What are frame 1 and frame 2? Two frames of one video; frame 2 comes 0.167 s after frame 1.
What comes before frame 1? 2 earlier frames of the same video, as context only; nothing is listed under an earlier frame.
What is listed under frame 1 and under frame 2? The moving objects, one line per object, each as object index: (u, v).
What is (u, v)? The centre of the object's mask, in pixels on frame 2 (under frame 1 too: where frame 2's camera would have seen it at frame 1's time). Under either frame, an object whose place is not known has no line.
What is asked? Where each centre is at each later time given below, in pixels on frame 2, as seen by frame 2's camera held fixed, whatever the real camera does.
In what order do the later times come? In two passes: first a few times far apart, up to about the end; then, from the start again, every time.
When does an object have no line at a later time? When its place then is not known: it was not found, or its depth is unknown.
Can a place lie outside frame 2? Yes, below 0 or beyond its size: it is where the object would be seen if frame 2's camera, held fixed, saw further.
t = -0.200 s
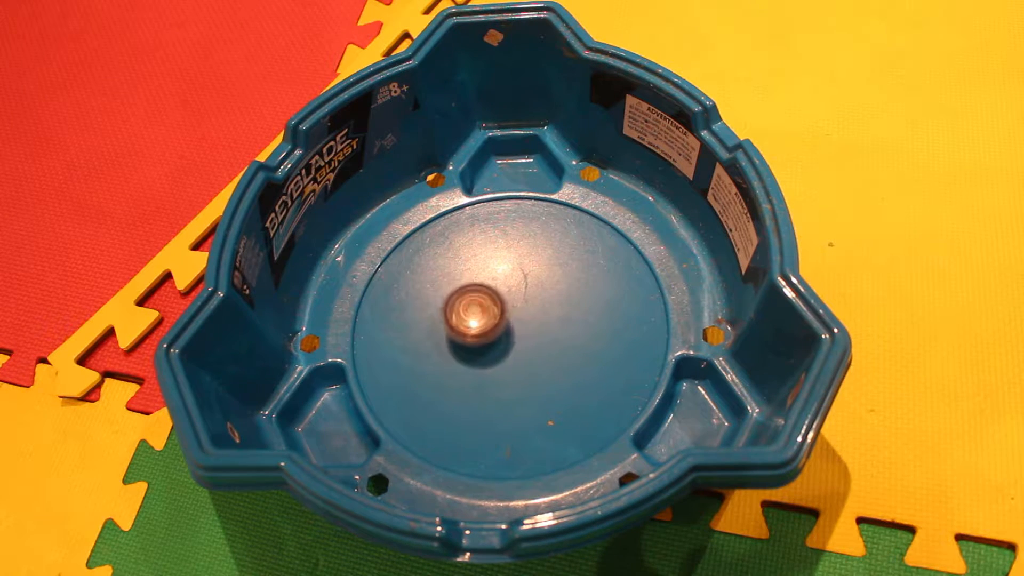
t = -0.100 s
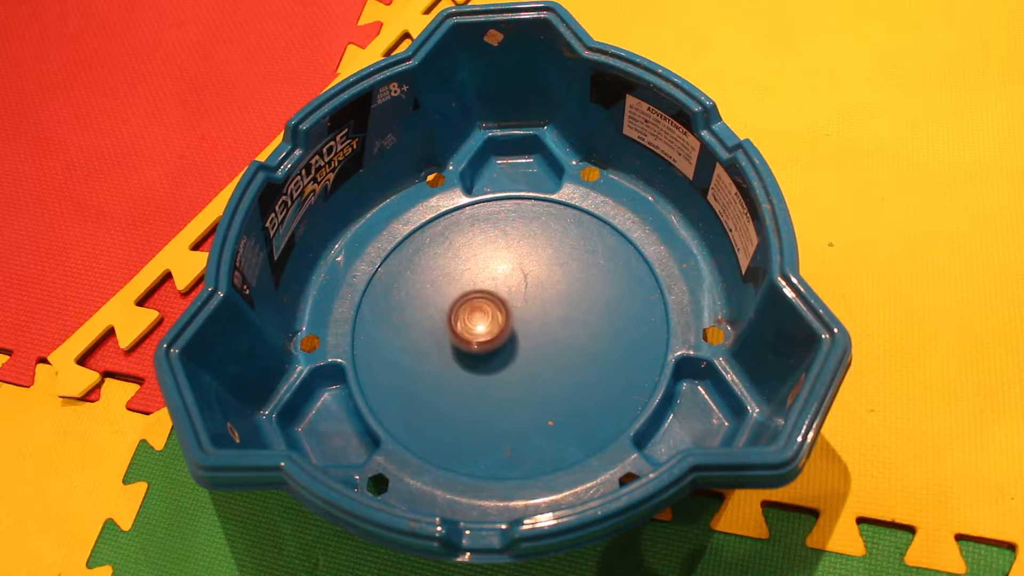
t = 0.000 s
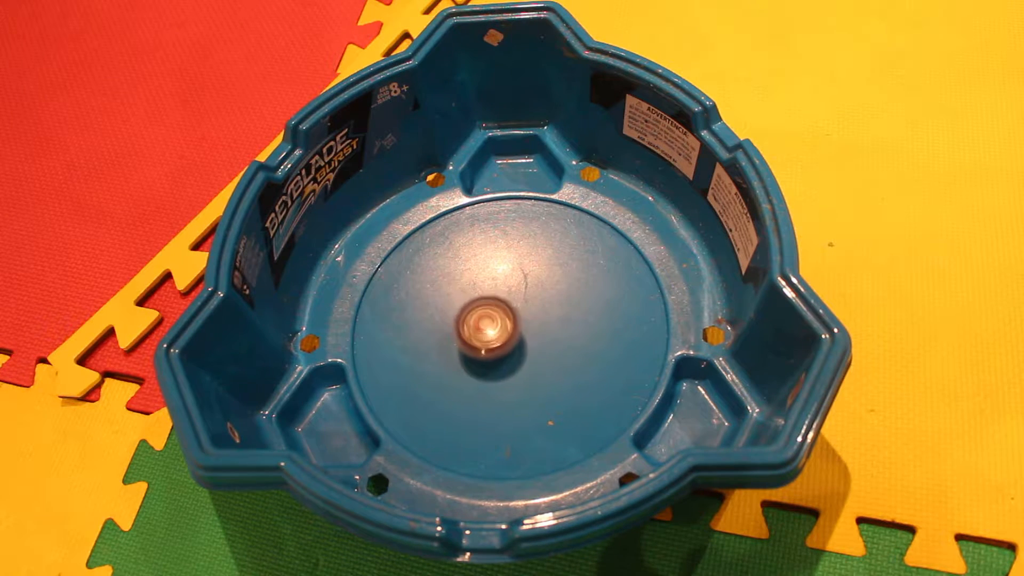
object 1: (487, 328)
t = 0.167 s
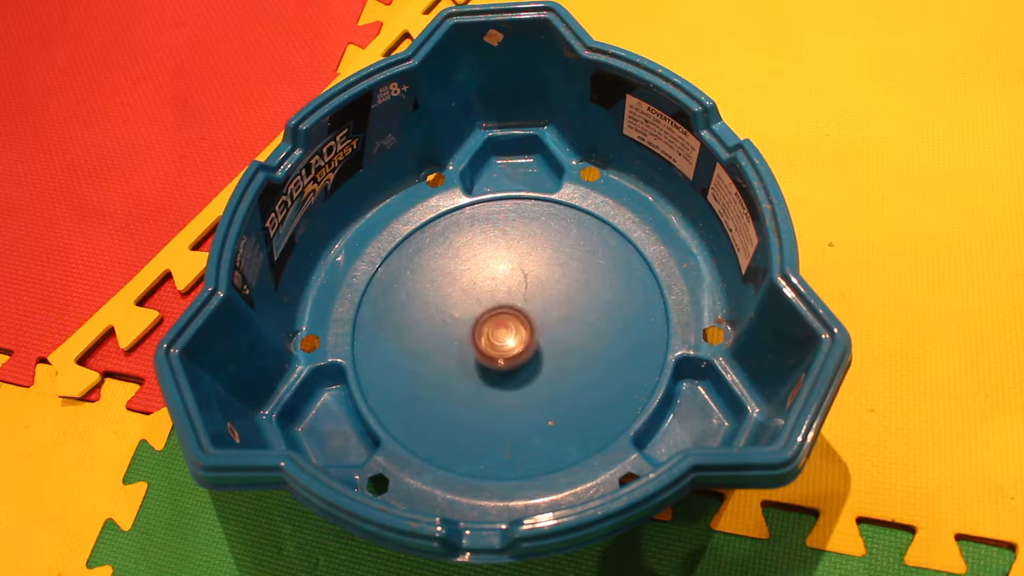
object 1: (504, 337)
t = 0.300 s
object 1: (518, 343)
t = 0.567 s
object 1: (540, 342)
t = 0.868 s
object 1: (529, 327)
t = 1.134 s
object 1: (500, 315)
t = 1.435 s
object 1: (474, 315)
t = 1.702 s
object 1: (481, 329)
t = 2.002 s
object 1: (512, 341)
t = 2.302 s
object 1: (539, 339)
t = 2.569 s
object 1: (534, 326)
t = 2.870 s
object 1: (504, 315)
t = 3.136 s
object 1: (479, 314)
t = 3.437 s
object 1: (480, 329)
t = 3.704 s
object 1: (505, 341)
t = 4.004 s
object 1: (533, 342)
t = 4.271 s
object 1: (536, 329)
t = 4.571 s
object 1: (512, 315)
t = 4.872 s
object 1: (484, 311)
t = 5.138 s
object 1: (478, 323)
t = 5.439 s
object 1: (498, 340)
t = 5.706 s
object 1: (522, 348)
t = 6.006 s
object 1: (534, 338)
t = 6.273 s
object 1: (521, 320)
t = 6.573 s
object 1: (498, 306)
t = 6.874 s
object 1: (483, 314)
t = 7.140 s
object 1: (489, 335)
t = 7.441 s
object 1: (508, 352)
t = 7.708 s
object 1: (524, 348)
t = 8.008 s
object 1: (525, 326)
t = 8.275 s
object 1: (516, 307)
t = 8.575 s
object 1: (501, 305)
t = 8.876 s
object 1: (489, 323)
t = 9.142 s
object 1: (488, 344)
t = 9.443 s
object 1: (498, 352)
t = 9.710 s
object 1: (514, 340)
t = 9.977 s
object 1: (526, 323)
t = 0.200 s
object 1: (507, 339)
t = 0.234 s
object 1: (511, 340)
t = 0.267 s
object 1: (514, 341)
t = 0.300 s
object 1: (518, 343)
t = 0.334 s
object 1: (521, 343)
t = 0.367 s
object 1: (524, 344)
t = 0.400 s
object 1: (528, 344)
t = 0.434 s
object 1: (531, 345)
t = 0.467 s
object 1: (534, 344)
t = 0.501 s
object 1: (536, 344)
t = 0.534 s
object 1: (538, 343)
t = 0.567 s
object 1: (540, 342)
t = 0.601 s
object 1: (541, 341)
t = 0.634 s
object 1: (541, 339)
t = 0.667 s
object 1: (541, 338)
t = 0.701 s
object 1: (540, 336)
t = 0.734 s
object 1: (539, 334)
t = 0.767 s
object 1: (537, 332)
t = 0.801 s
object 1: (535, 330)
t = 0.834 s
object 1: (532, 328)
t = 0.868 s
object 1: (529, 327)
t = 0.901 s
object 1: (526, 325)
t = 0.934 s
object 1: (522, 323)
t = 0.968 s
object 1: (519, 321)
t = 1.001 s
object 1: (515, 320)
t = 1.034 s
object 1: (512, 319)
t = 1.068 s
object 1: (508, 317)
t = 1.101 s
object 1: (504, 316)
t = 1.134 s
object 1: (500, 315)
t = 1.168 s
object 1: (497, 314)
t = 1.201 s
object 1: (494, 313)
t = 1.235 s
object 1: (490, 313)
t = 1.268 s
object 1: (487, 312)
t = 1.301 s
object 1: (483, 312)
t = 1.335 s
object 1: (480, 312)
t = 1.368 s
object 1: (478, 313)
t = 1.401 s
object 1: (476, 314)
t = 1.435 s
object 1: (474, 315)
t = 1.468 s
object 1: (473, 316)
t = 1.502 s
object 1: (472, 318)
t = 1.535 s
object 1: (473, 320)
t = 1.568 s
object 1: (473, 322)
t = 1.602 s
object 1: (474, 324)
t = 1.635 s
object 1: (476, 326)
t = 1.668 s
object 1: (479, 327)
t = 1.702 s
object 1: (481, 329)
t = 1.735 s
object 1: (484, 331)
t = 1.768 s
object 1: (487, 333)
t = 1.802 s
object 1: (490, 335)
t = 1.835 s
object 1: (493, 336)
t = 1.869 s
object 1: (497, 337)
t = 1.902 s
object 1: (501, 338)
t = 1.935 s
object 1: (505, 339)
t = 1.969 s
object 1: (508, 340)
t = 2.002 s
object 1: (512, 341)
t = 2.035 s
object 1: (516, 341)
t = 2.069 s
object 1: (519, 342)
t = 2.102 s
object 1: (523, 342)
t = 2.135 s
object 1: (526, 342)
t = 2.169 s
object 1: (530, 342)
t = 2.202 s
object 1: (533, 342)
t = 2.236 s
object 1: (535, 341)
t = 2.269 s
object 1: (537, 340)
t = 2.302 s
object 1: (539, 339)
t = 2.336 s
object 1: (540, 338)
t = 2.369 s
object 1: (541, 336)
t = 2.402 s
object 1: (541, 335)
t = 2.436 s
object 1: (541, 333)
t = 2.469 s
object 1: (540, 331)
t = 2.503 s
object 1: (538, 329)
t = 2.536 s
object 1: (536, 327)
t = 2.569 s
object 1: (534, 326)
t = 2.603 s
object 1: (531, 324)
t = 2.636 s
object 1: (528, 323)
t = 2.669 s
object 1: (525, 322)
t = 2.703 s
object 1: (522, 320)
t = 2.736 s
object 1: (519, 319)
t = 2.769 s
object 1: (515, 318)
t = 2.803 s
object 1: (512, 317)
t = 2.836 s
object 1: (508, 316)
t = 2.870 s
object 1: (504, 315)
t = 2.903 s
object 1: (501, 315)
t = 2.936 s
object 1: (497, 314)
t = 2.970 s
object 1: (494, 313)
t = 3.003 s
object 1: (490, 313)
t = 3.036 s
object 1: (487, 313)
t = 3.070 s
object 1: (484, 313)
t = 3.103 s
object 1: (481, 314)
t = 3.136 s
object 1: (479, 314)
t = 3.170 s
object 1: (476, 316)
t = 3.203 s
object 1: (475, 317)
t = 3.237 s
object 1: (474, 319)
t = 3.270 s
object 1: (474, 321)
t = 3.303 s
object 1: (474, 322)
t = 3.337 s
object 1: (475, 324)
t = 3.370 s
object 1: (476, 326)
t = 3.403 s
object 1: (478, 327)
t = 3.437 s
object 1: (480, 329)
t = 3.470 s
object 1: (483, 331)
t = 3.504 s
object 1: (485, 333)
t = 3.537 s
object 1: (488, 335)
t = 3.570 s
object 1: (490, 336)
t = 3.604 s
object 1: (494, 337)
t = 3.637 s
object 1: (498, 339)
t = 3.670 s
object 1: (501, 340)
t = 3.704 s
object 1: (505, 341)
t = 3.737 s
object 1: (509, 341)
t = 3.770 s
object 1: (512, 342)
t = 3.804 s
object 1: (516, 342)
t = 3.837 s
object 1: (519, 343)
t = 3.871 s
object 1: (522, 343)
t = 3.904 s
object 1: (525, 343)
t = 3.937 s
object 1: (528, 343)
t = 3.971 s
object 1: (531, 343)
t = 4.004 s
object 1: (533, 342)
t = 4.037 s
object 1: (535, 341)
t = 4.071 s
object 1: (537, 340)
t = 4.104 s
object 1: (538, 338)
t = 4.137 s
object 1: (538, 337)
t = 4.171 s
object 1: (539, 335)
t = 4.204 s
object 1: (538, 333)
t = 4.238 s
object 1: (537, 331)
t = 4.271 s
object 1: (536, 329)
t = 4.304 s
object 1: (534, 328)
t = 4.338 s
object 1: (532, 326)
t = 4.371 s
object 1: (530, 325)
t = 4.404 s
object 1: (527, 322)
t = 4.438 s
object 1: (524, 321)
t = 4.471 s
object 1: (521, 320)
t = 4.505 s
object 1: (518, 318)
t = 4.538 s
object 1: (515, 317)
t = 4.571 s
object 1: (512, 315)
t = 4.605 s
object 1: (508, 314)
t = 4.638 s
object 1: (505, 313)
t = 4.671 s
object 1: (502, 313)
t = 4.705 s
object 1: (498, 312)
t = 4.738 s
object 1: (496, 311)
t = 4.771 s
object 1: (493, 310)
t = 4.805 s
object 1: (490, 310)
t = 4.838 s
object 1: (487, 310)
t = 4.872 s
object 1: (484, 311)
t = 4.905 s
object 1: (482, 311)
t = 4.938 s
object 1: (480, 312)
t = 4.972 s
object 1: (478, 313)
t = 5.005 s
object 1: (477, 315)
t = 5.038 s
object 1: (477, 317)
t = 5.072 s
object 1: (476, 319)
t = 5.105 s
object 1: (477, 321)
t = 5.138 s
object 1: (478, 323)
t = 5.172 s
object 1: (479, 324)
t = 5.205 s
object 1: (481, 326)
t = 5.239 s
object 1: (483, 328)
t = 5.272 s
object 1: (485, 330)
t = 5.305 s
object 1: (487, 333)
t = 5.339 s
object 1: (489, 335)
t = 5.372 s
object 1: (492, 337)
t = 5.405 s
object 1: (495, 338)
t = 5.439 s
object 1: (498, 340)
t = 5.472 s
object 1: (501, 342)
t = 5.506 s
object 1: (504, 343)
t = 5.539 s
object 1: (507, 344)
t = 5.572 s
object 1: (511, 346)
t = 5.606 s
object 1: (514, 346)
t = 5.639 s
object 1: (516, 347)
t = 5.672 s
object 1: (519, 348)
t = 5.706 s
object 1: (522, 348)
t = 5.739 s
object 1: (524, 348)
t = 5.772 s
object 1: (527, 348)
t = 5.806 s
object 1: (529, 347)
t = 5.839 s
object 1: (530, 346)
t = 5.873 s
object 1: (532, 345)
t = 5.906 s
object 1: (533, 343)
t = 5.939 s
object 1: (534, 342)
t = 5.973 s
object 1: (534, 340)
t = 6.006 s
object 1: (534, 338)
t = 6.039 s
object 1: (533, 336)
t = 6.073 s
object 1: (532, 333)
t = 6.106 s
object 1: (531, 331)
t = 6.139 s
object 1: (529, 329)
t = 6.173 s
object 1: (528, 326)
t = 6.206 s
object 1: (526, 324)
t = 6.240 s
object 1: (524, 322)
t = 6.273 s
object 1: (521, 320)
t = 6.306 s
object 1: (519, 318)
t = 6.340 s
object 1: (517, 316)
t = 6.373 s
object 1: (514, 314)
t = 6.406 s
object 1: (511, 312)
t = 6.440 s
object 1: (508, 310)
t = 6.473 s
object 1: (506, 309)
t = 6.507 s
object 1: (503, 308)
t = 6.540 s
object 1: (500, 307)
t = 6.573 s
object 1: (498, 306)
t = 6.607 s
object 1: (495, 305)
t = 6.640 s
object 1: (493, 305)
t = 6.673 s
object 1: (491, 305)
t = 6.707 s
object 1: (488, 306)
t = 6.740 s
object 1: (487, 307)
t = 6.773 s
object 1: (485, 309)
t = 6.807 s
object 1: (484, 310)
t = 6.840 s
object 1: (483, 312)
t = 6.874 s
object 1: (483, 314)
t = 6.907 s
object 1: (483, 316)
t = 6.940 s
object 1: (483, 319)
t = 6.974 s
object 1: (484, 321)
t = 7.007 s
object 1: (485, 324)
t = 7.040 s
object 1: (486, 326)
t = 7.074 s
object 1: (487, 329)
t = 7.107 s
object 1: (488, 332)
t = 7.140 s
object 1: (489, 335)
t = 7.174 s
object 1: (491, 337)
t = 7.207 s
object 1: (493, 339)
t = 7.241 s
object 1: (495, 342)
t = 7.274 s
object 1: (497, 344)
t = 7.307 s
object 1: (499, 346)
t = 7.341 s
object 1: (501, 348)
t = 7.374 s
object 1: (504, 349)
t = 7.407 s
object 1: (506, 351)
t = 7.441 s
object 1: (508, 352)
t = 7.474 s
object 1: (511, 352)
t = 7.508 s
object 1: (513, 353)
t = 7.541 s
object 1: (515, 353)
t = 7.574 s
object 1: (517, 352)
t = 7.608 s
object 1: (519, 352)
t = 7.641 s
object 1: (521, 351)
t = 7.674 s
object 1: (522, 350)
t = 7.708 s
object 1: (524, 348)
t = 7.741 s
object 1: (525, 346)
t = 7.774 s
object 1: (526, 344)
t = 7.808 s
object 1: (526, 342)
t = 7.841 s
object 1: (527, 340)
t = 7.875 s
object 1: (527, 337)
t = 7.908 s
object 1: (527, 334)
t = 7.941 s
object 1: (526, 332)
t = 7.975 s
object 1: (526, 329)
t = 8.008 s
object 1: (525, 326)
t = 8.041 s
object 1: (525, 323)
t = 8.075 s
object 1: (524, 321)
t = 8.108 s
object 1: (523, 318)
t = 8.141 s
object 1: (522, 316)
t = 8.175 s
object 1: (521, 313)
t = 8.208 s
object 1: (520, 311)
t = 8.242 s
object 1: (518, 309)
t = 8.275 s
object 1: (516, 307)
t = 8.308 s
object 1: (515, 306)
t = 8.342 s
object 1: (513, 304)
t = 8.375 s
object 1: (511, 304)
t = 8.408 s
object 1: (510, 303)
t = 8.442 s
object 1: (508, 303)
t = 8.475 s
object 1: (506, 303)
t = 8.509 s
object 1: (504, 303)
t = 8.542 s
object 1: (502, 304)
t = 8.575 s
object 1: (501, 305)
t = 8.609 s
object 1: (499, 306)
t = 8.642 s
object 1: (497, 308)
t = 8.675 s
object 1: (495, 309)
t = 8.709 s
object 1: (494, 311)
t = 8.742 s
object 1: (493, 314)
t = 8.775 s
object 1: (492, 316)
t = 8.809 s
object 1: (491, 318)
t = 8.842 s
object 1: (490, 321)
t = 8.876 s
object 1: (489, 323)
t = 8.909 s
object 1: (488, 326)
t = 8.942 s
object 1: (487, 329)
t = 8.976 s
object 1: (487, 332)
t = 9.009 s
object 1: (486, 335)
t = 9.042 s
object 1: (487, 337)
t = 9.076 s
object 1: (487, 340)
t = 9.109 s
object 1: (487, 342)
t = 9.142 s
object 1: (488, 344)
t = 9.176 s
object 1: (488, 346)
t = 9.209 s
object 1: (489, 348)
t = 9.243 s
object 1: (490, 349)
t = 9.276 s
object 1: (491, 350)
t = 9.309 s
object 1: (492, 351)
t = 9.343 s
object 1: (493, 352)
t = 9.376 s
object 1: (495, 352)
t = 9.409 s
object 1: (497, 352)
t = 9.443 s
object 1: (498, 352)
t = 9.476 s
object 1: (501, 351)
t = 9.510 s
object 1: (503, 350)
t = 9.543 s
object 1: (504, 349)
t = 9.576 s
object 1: (507, 347)
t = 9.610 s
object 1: (508, 346)
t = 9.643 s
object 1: (510, 344)
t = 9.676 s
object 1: (512, 342)
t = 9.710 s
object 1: (514, 340)
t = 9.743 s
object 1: (516, 338)
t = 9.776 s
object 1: (518, 336)
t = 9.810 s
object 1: (519, 333)
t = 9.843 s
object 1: (521, 331)
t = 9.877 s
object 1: (522, 329)
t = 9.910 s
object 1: (524, 327)
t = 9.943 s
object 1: (525, 325)
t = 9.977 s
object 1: (526, 323)
